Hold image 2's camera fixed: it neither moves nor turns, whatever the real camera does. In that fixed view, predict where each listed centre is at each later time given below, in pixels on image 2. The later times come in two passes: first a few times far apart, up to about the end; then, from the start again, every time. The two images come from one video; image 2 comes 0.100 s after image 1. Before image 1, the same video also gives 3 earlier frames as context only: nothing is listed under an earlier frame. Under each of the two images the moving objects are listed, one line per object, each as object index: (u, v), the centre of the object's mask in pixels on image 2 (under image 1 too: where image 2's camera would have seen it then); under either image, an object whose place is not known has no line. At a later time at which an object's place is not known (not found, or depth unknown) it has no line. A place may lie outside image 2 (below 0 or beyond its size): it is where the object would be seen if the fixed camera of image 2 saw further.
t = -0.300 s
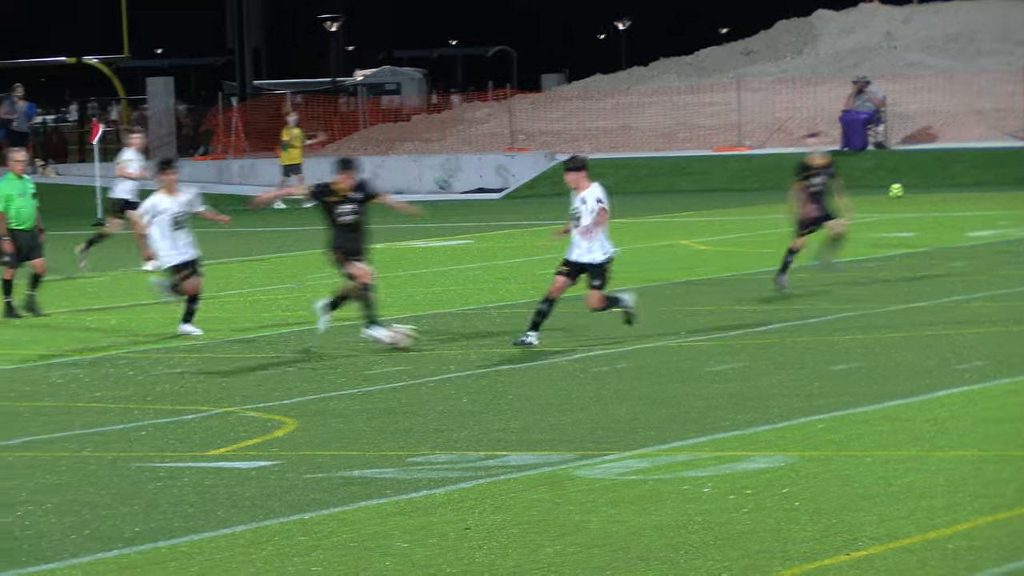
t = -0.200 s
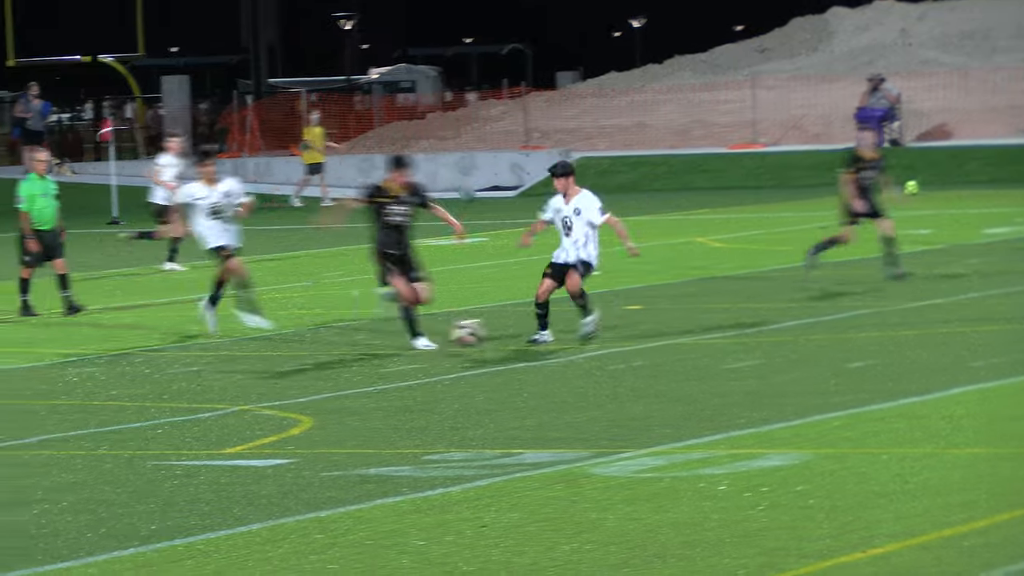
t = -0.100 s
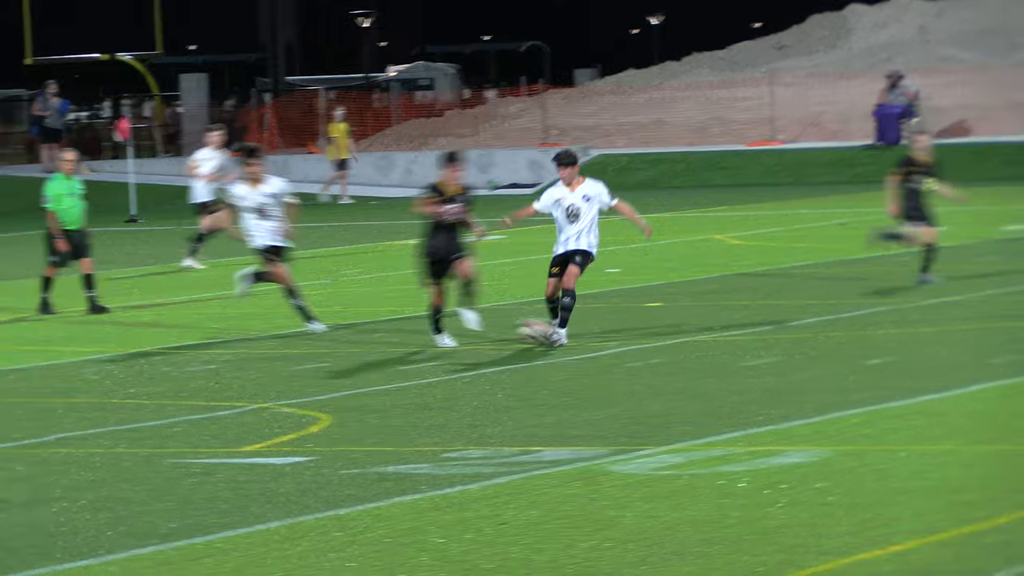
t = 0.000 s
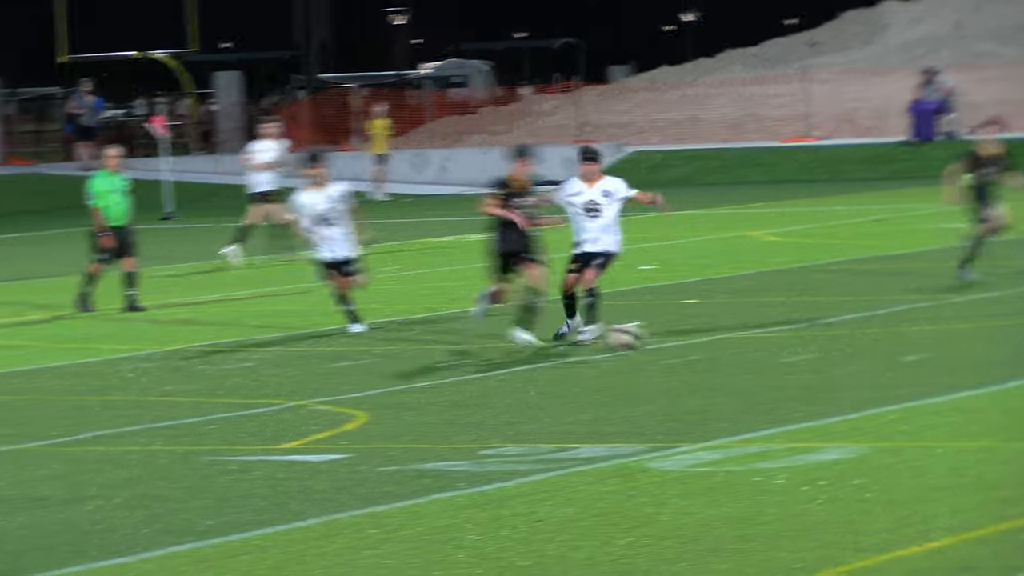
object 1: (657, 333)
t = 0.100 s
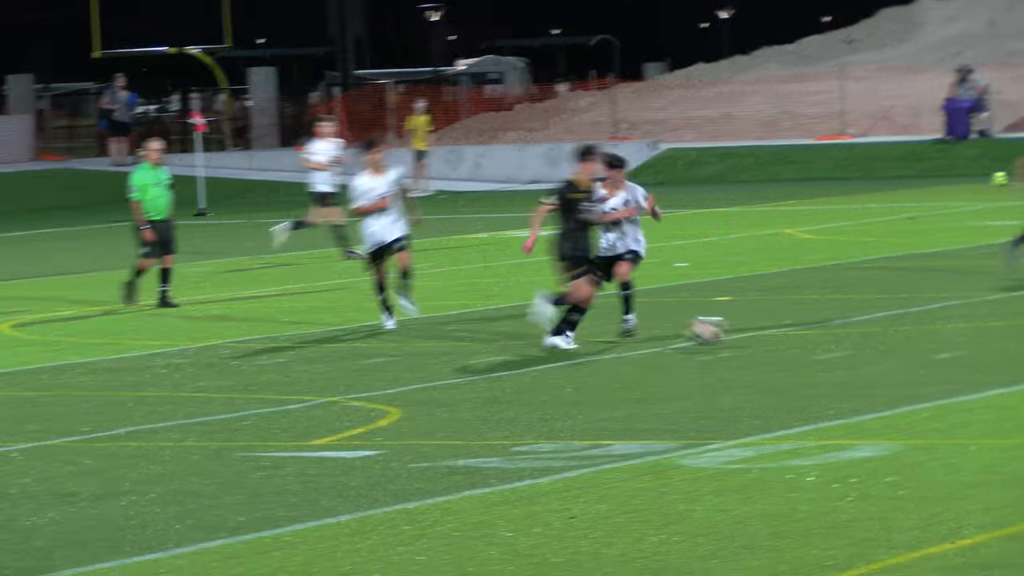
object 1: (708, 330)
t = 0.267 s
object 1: (786, 335)
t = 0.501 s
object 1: (893, 338)
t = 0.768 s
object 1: (1015, 340)
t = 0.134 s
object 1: (722, 332)
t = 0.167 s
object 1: (739, 335)
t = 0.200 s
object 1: (755, 336)
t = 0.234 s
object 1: (771, 335)
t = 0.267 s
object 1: (786, 335)
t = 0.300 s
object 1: (802, 337)
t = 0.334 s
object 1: (817, 338)
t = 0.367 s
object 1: (832, 337)
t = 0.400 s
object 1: (847, 337)
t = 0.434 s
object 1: (863, 339)
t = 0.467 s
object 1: (878, 339)
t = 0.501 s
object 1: (893, 338)
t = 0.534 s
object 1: (909, 339)
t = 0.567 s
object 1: (924, 341)
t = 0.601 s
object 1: (939, 340)
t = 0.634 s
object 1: (953, 339)
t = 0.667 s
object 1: (969, 340)
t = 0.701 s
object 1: (984, 343)
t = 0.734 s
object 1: (1000, 342)
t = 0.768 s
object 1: (1015, 340)
